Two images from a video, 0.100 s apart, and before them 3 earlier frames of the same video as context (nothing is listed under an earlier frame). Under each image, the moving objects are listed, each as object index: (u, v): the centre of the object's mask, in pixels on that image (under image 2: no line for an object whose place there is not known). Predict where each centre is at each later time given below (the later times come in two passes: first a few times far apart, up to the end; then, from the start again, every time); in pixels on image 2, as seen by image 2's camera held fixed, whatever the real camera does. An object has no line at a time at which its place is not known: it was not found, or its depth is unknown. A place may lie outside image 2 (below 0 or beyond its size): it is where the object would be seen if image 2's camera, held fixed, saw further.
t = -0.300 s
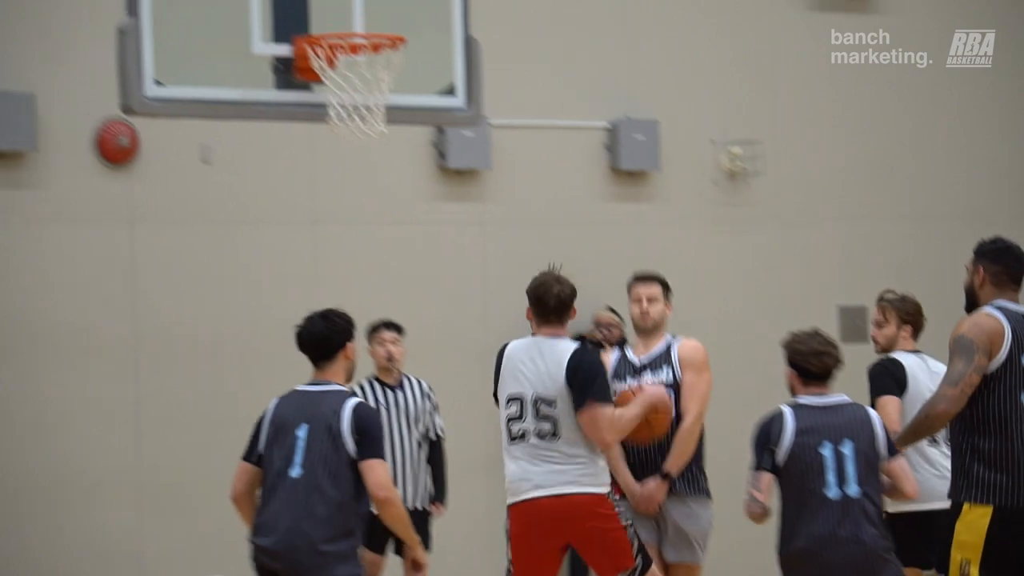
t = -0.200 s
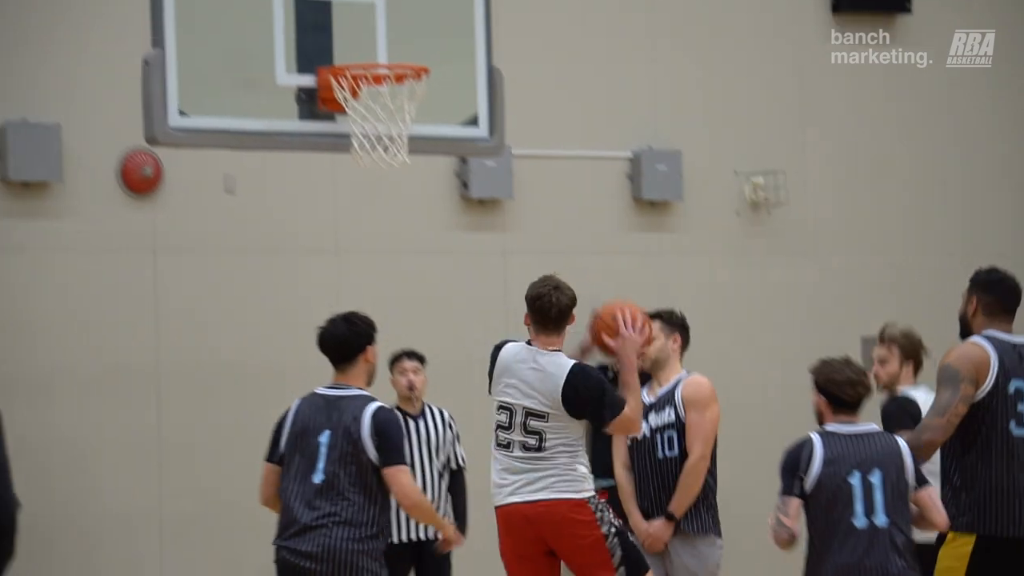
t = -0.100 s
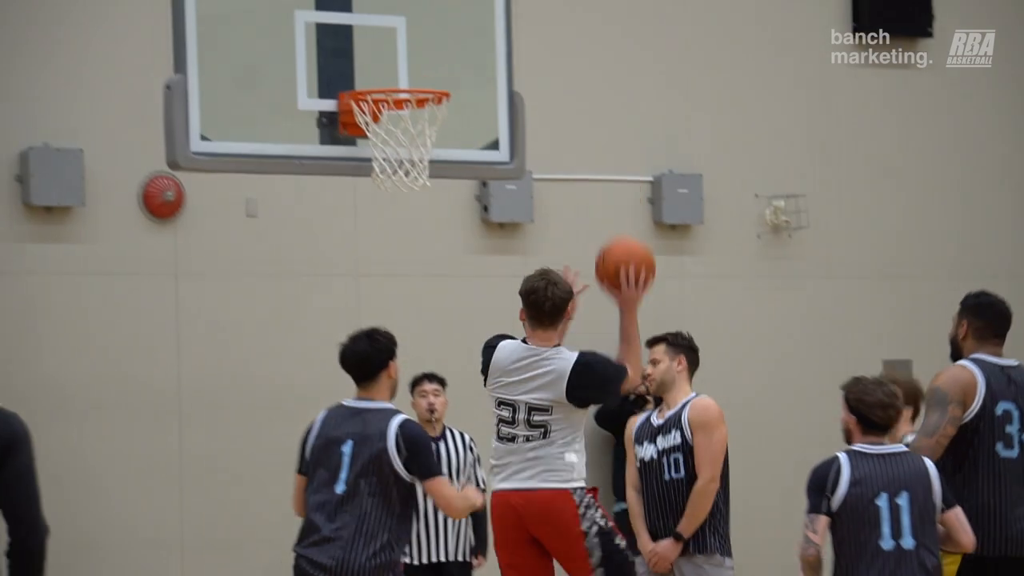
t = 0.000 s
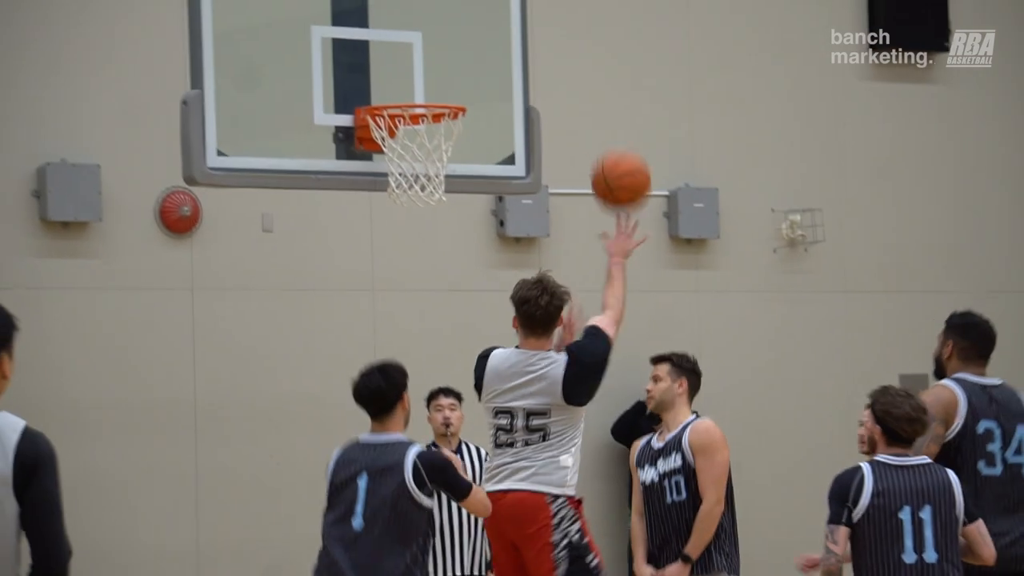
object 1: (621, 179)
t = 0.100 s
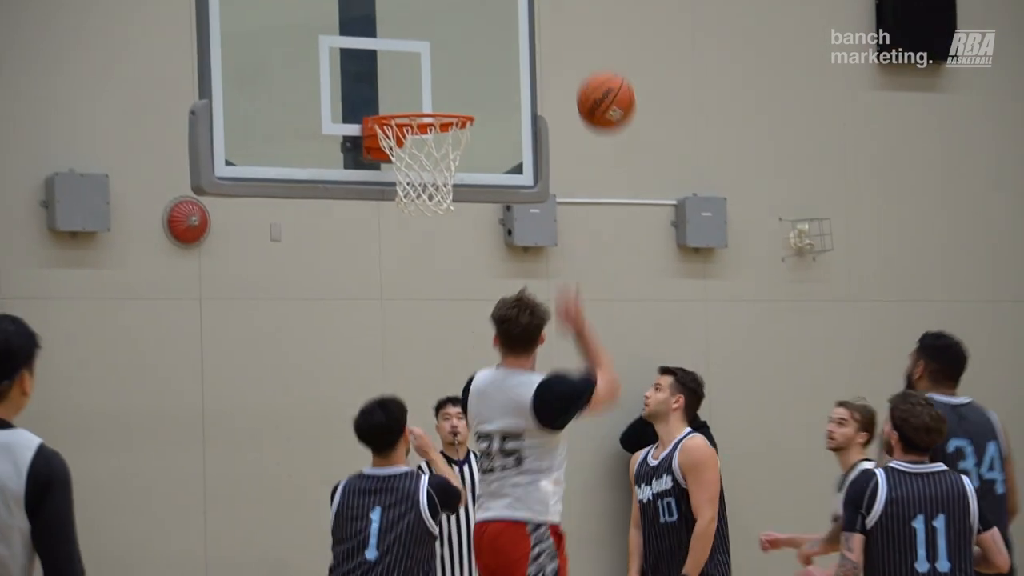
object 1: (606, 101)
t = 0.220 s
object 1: (580, 29)
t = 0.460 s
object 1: (538, -10)
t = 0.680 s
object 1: (506, 54)
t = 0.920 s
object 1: (525, 212)
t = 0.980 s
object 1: (551, 262)
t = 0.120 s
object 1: (602, 87)
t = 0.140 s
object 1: (597, 73)
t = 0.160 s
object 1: (593, 61)
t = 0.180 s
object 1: (588, 48)
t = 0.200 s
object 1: (584, 38)
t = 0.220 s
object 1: (580, 29)
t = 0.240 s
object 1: (576, 20)
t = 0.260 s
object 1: (573, 12)
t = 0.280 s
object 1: (569, 8)
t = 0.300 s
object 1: (565, 3)
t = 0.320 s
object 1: (562, 0)
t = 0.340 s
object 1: (558, -3)
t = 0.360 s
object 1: (554, -6)
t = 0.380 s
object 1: (551, -8)
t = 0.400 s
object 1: (547, -9)
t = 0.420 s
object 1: (544, -10)
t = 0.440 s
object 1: (541, -10)
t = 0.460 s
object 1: (538, -10)
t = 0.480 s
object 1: (535, -8)
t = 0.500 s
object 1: (532, -6)
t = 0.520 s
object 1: (529, -4)
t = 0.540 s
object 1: (525, -1)
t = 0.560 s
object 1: (522, 4)
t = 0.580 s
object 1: (519, 11)
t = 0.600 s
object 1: (517, 18)
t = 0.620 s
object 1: (514, 26)
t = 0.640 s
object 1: (511, 34)
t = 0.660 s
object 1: (508, 44)
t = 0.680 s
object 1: (506, 54)
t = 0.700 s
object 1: (503, 65)
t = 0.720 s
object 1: (500, 76)
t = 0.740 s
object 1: (498, 89)
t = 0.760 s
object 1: (495, 101)
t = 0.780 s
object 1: (494, 114)
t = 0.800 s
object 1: (492, 129)
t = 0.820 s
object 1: (490, 144)
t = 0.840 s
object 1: (490, 157)
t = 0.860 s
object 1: (498, 170)
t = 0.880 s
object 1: (508, 183)
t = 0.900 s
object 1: (516, 198)
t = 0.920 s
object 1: (525, 212)
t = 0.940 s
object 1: (533, 229)
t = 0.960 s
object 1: (542, 245)
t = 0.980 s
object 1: (551, 262)
